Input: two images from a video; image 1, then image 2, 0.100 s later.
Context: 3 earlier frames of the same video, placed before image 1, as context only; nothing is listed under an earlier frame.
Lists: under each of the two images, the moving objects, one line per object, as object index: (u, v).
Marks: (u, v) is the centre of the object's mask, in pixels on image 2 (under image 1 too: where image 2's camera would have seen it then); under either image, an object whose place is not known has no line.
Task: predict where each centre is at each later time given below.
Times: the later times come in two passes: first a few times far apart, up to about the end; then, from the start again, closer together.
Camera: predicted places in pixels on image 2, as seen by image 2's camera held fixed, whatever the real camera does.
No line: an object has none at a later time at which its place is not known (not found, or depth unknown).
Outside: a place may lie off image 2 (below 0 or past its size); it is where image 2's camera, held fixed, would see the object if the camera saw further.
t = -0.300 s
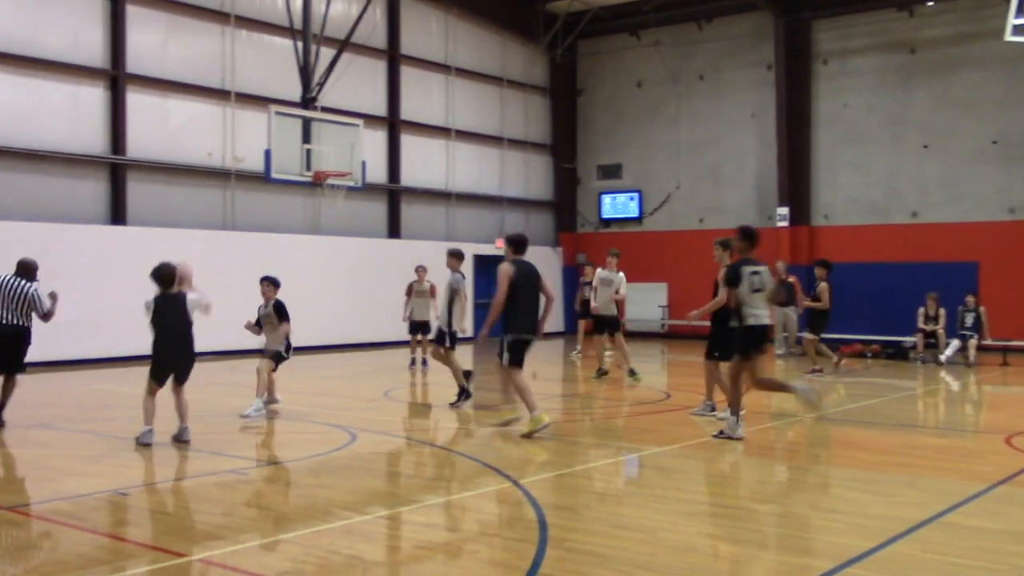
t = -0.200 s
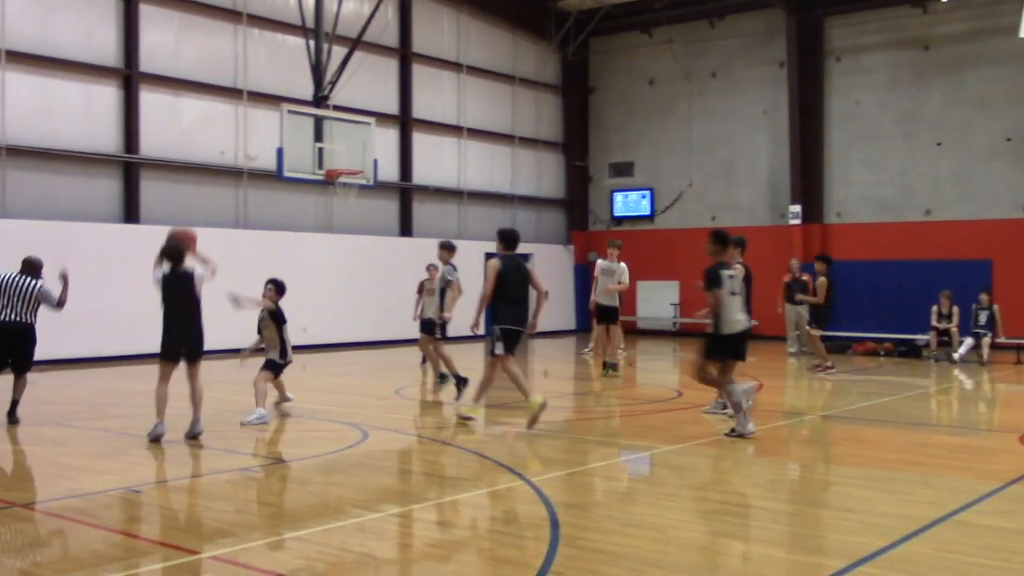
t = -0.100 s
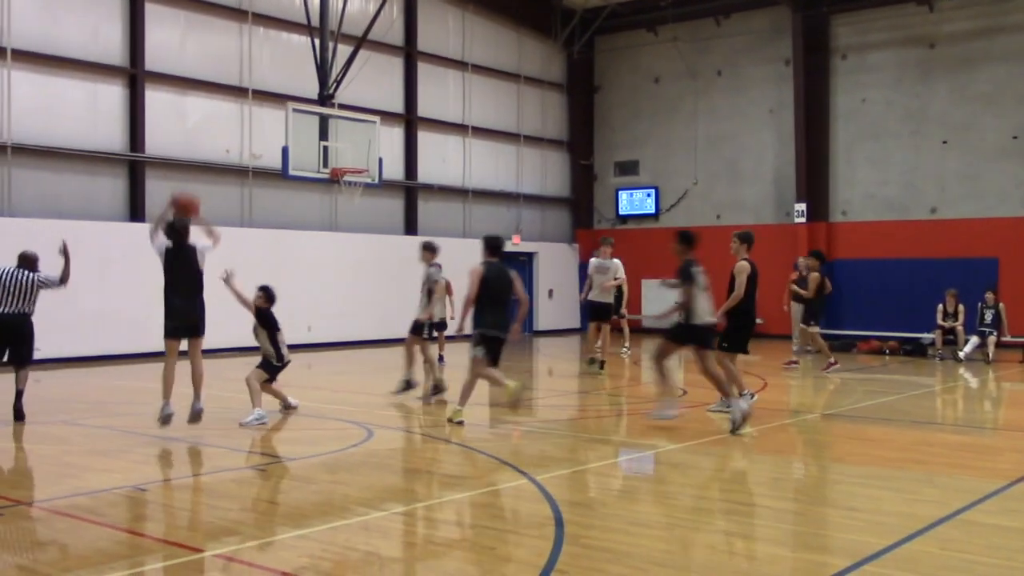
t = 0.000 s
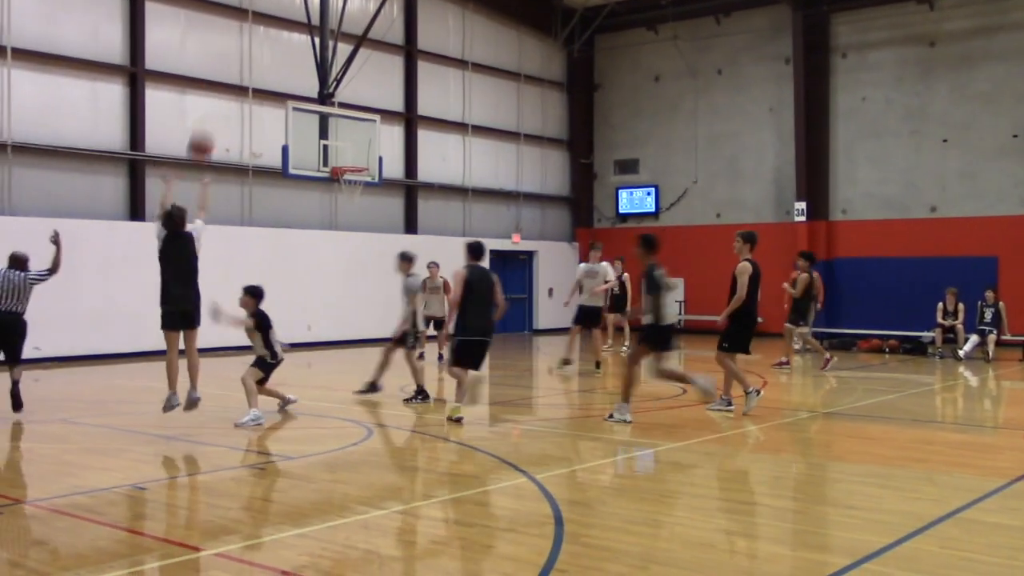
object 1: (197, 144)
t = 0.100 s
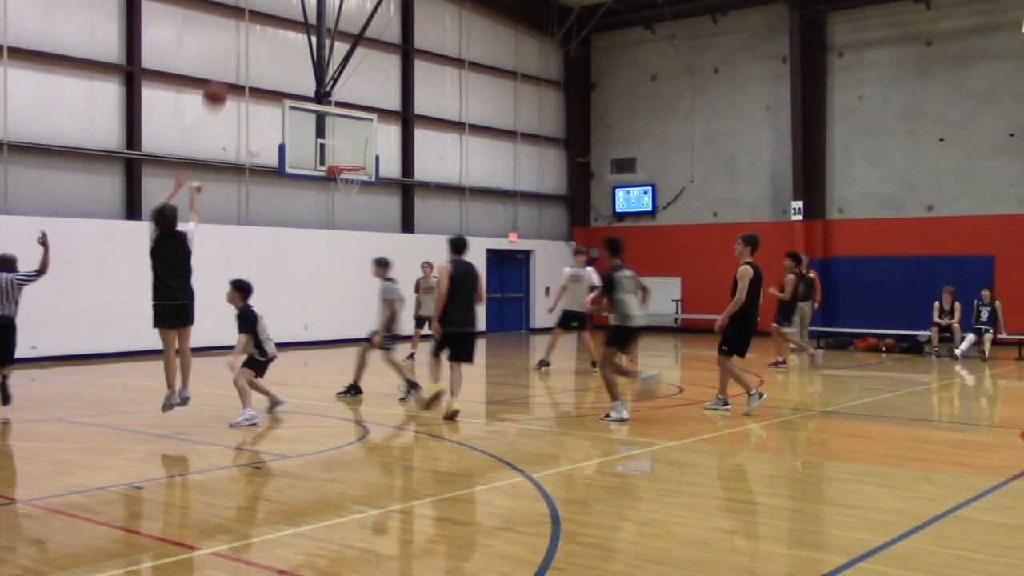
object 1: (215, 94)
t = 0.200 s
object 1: (232, 59)
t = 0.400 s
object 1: (261, 21)
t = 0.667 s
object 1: (292, 27)
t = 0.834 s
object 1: (310, 57)
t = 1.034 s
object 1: (327, 112)
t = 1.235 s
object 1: (338, 142)
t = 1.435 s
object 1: (341, 105)
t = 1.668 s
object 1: (345, 95)
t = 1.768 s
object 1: (347, 100)
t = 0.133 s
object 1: (221, 81)
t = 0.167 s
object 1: (226, 69)
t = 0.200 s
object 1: (232, 59)
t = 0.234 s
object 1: (237, 50)
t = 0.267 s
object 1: (242, 42)
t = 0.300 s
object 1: (247, 35)
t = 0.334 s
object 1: (251, 29)
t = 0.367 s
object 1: (256, 24)
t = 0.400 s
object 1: (261, 21)
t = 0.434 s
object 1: (264, 20)
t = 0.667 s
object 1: (292, 27)
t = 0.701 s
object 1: (296, 32)
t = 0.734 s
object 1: (299, 37)
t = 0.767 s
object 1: (302, 43)
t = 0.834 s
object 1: (310, 57)
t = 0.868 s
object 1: (312, 65)
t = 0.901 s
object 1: (316, 73)
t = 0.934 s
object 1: (318, 81)
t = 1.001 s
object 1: (325, 100)
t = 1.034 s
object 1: (327, 112)
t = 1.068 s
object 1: (329, 123)
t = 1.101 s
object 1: (332, 135)
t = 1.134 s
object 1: (335, 148)
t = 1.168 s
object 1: (337, 157)
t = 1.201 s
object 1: (338, 150)
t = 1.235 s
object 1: (338, 142)
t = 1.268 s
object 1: (339, 133)
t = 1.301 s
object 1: (339, 126)
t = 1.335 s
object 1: (340, 120)
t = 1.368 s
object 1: (340, 113)
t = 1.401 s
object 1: (341, 109)
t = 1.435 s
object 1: (341, 105)
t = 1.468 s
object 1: (342, 102)
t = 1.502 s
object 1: (342, 99)
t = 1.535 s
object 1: (343, 95)
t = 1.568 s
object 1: (344, 94)
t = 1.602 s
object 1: (345, 93)
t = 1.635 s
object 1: (345, 94)
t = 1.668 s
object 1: (345, 95)
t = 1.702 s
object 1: (346, 95)
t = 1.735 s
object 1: (346, 98)
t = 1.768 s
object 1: (347, 100)
